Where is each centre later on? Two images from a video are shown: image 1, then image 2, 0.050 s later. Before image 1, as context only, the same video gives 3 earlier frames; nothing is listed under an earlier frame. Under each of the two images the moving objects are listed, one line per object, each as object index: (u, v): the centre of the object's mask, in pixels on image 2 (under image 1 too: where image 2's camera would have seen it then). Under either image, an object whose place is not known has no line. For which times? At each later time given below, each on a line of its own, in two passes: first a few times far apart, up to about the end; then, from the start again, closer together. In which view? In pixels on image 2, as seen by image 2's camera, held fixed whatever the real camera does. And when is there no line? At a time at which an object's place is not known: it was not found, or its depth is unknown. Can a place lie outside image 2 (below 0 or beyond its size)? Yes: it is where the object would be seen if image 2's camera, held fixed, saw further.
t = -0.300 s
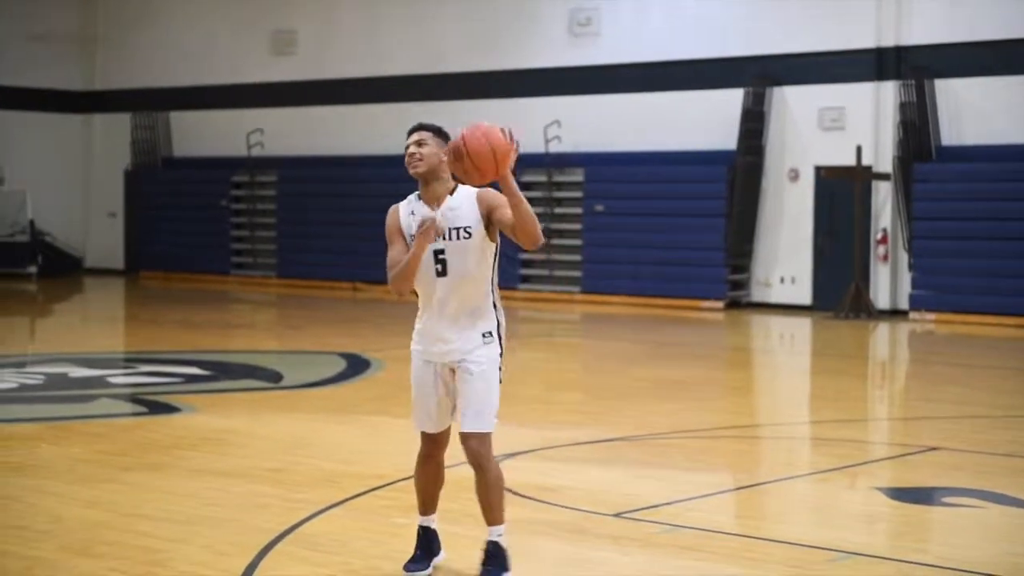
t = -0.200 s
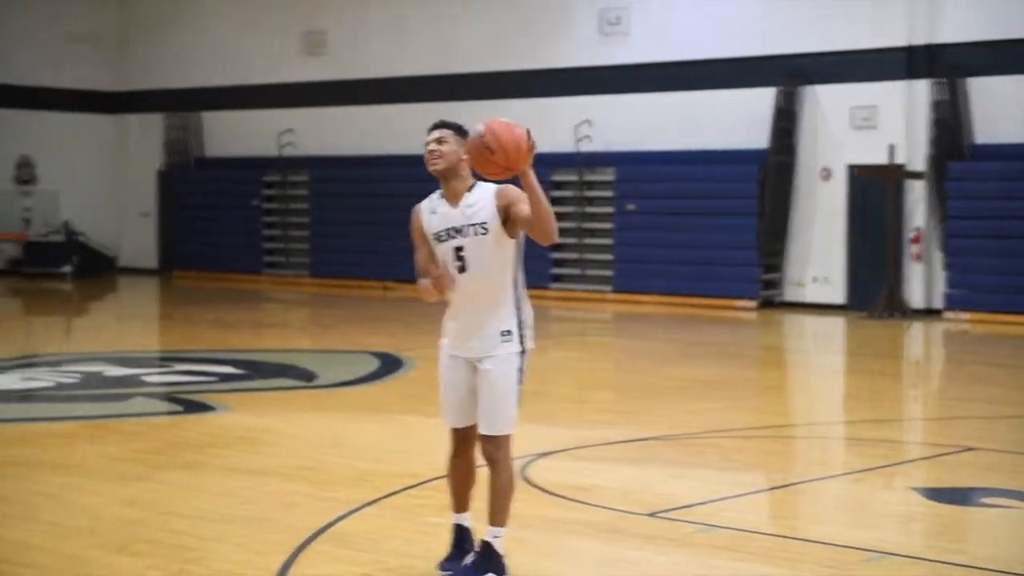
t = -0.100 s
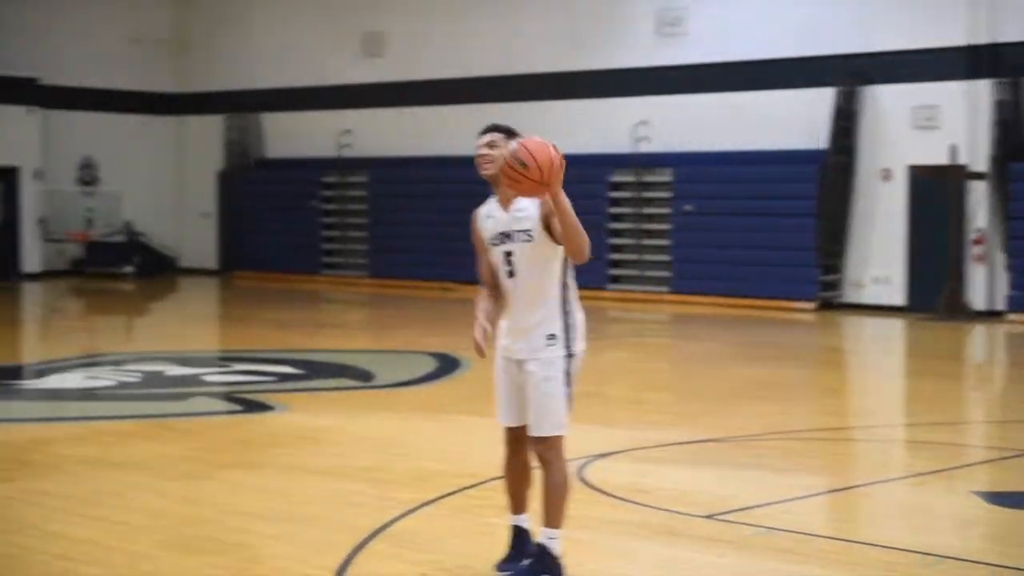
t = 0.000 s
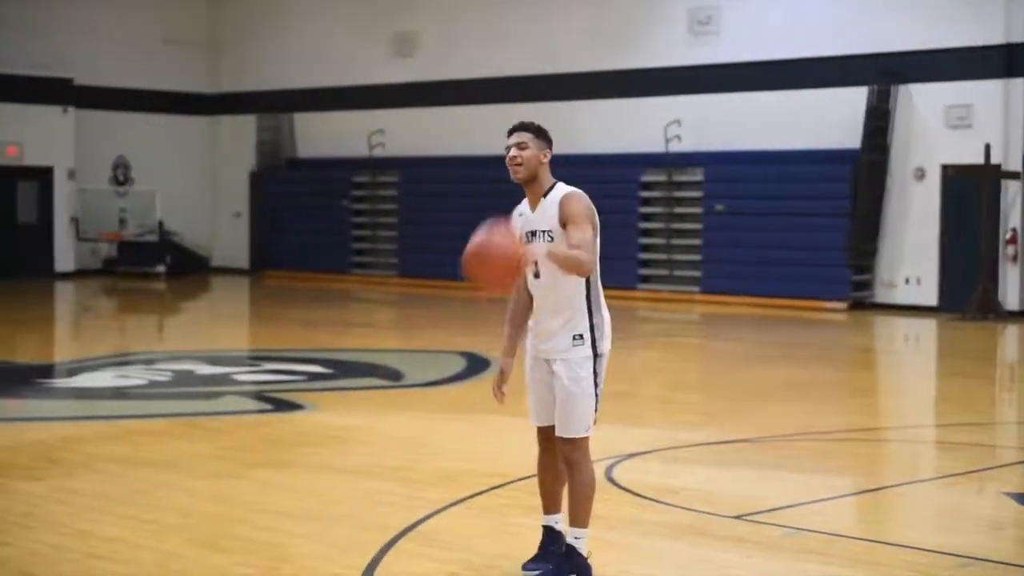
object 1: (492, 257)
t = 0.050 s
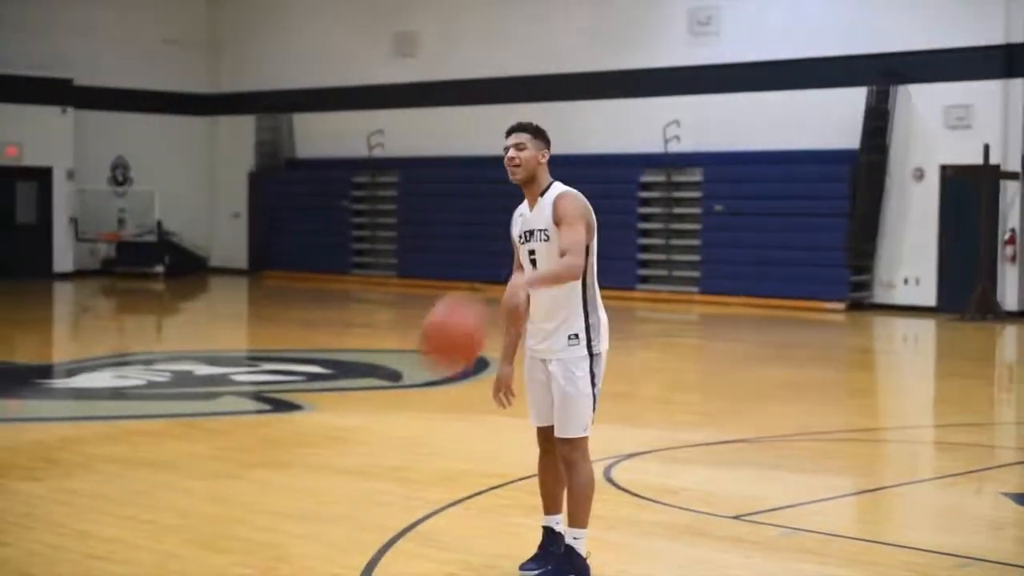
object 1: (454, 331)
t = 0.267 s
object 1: (278, 561)
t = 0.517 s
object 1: (164, 288)
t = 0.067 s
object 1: (440, 361)
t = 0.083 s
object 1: (424, 392)
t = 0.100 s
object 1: (408, 426)
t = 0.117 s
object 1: (392, 460)
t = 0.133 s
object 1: (376, 492)
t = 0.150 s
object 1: (361, 523)
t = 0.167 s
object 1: (345, 550)
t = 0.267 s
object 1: (278, 561)
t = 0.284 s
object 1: (270, 551)
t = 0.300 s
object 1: (263, 537)
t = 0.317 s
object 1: (256, 516)
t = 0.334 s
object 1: (249, 494)
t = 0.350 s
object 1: (242, 471)
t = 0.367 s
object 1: (235, 451)
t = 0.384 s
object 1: (228, 429)
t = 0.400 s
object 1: (220, 410)
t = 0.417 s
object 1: (213, 391)
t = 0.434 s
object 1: (205, 373)
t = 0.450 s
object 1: (197, 354)
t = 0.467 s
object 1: (190, 334)
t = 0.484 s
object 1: (181, 320)
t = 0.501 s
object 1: (174, 304)
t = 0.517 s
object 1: (164, 288)
